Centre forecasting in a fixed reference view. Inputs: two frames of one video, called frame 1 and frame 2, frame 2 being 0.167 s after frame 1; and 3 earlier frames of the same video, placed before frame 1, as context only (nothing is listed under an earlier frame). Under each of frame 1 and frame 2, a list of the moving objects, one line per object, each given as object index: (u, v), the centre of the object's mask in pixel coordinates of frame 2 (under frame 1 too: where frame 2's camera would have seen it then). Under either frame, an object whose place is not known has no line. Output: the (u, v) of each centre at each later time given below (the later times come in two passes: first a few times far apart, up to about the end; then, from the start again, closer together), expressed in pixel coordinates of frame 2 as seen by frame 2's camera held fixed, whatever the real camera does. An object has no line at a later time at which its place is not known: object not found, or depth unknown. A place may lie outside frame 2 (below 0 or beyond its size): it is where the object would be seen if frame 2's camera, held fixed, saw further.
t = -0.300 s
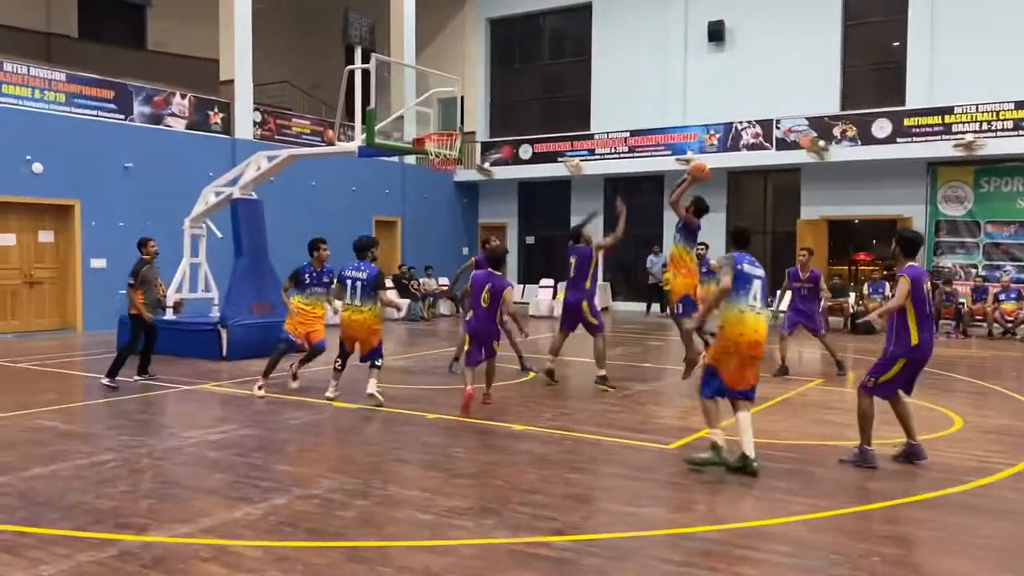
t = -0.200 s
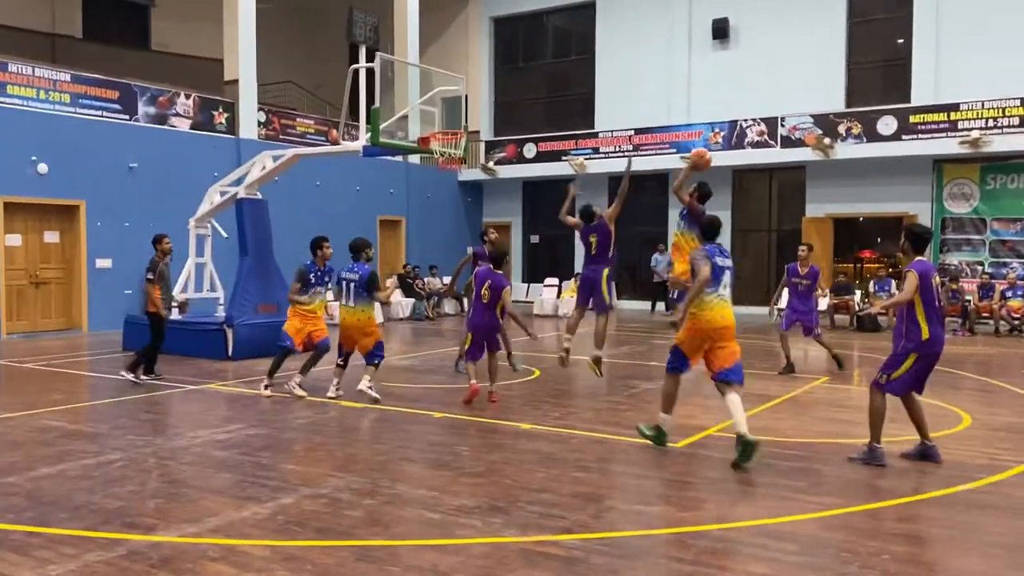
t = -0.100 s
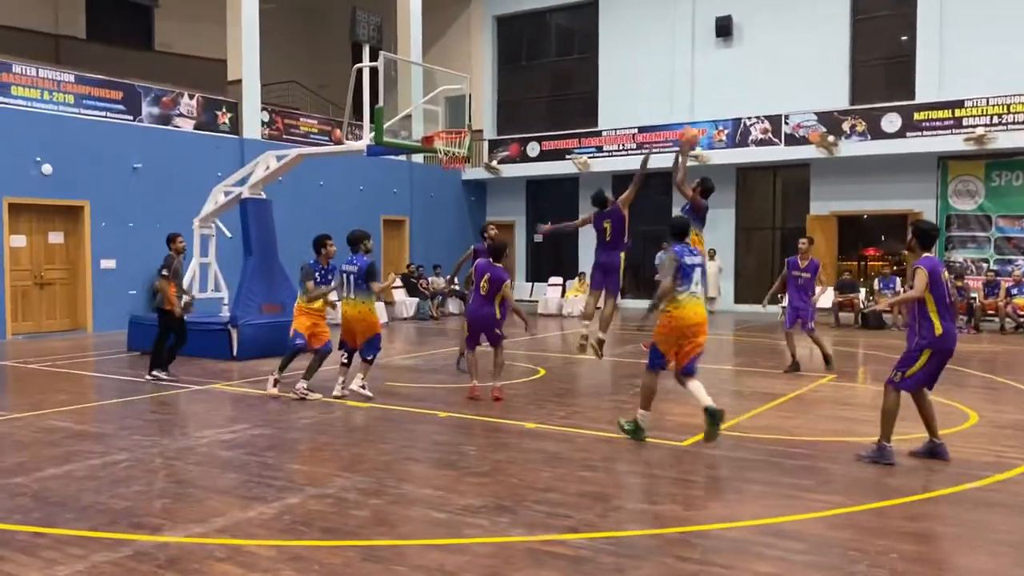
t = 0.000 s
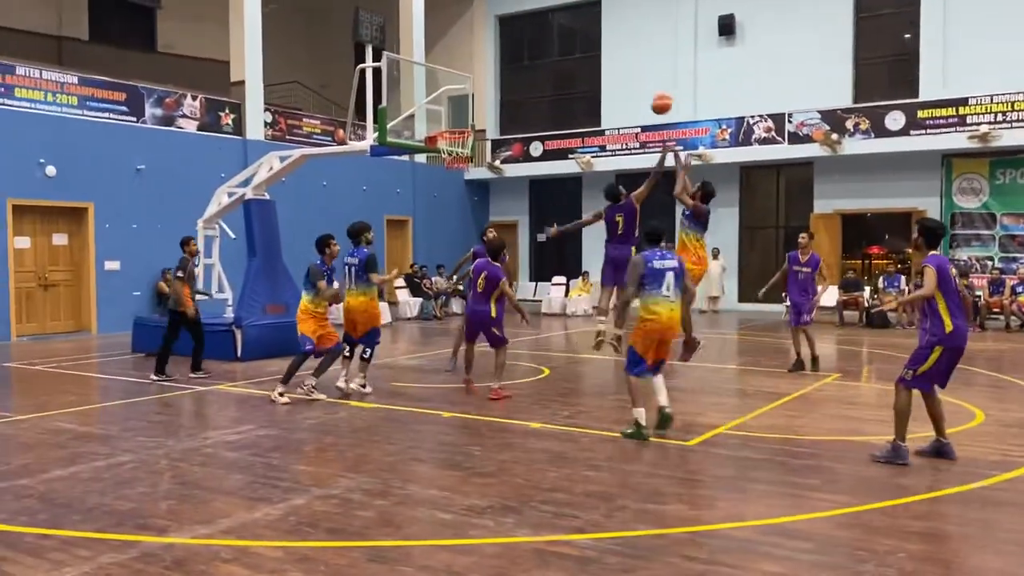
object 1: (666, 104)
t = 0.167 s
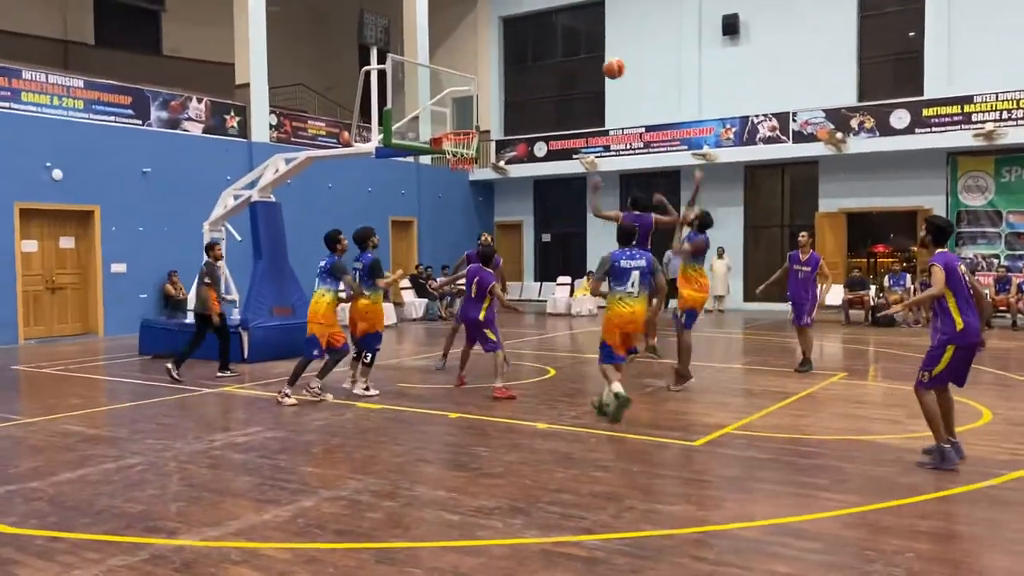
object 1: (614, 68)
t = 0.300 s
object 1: (575, 57)
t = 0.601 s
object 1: (494, 89)
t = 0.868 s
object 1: (467, 160)
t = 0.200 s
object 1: (603, 64)
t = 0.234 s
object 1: (593, 60)
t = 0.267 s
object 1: (584, 58)
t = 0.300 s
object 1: (575, 57)
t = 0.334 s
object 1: (565, 56)
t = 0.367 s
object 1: (556, 57)
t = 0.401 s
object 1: (547, 59)
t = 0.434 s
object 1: (538, 62)
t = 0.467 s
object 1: (528, 65)
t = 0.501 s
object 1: (519, 70)
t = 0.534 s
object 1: (511, 75)
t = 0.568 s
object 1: (502, 82)
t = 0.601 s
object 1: (494, 89)
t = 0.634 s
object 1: (485, 98)
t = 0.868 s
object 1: (467, 160)
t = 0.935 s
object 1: (477, 162)
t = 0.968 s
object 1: (481, 162)
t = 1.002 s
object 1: (484, 162)
